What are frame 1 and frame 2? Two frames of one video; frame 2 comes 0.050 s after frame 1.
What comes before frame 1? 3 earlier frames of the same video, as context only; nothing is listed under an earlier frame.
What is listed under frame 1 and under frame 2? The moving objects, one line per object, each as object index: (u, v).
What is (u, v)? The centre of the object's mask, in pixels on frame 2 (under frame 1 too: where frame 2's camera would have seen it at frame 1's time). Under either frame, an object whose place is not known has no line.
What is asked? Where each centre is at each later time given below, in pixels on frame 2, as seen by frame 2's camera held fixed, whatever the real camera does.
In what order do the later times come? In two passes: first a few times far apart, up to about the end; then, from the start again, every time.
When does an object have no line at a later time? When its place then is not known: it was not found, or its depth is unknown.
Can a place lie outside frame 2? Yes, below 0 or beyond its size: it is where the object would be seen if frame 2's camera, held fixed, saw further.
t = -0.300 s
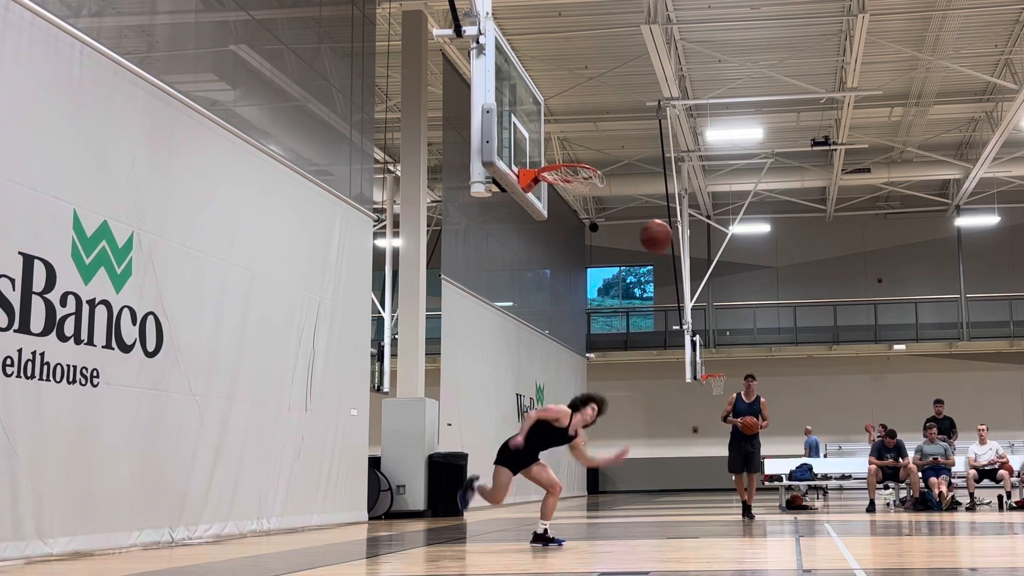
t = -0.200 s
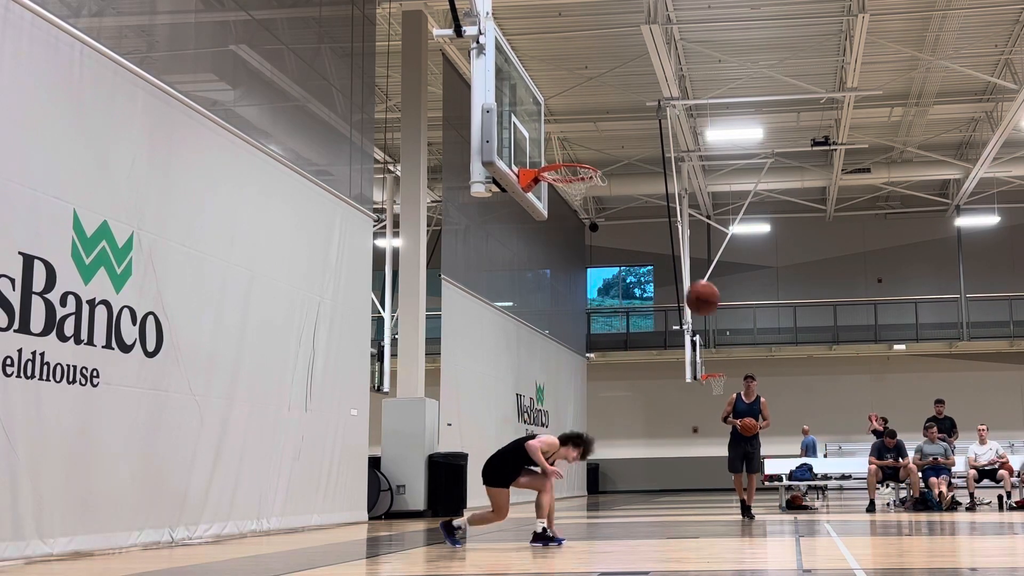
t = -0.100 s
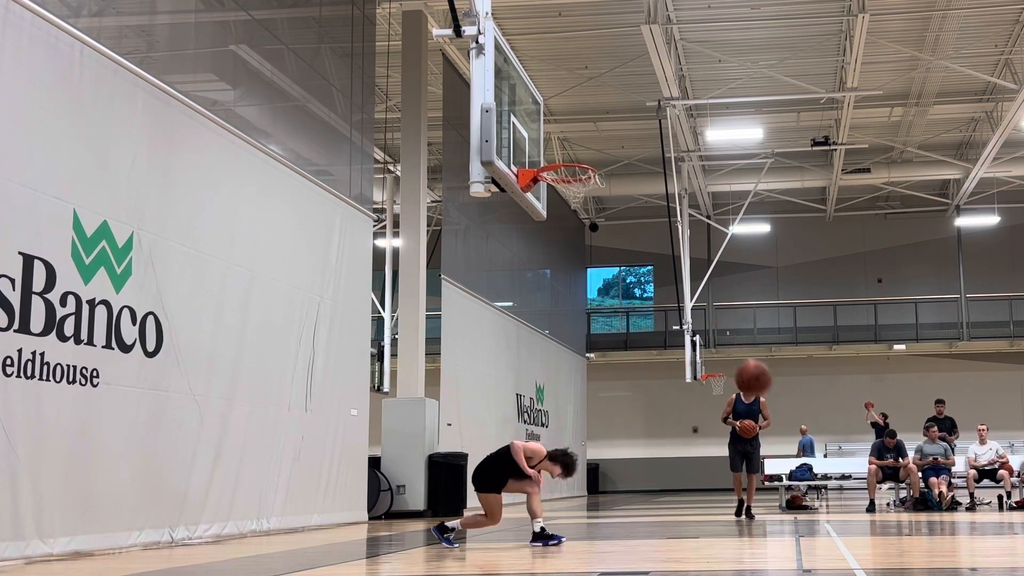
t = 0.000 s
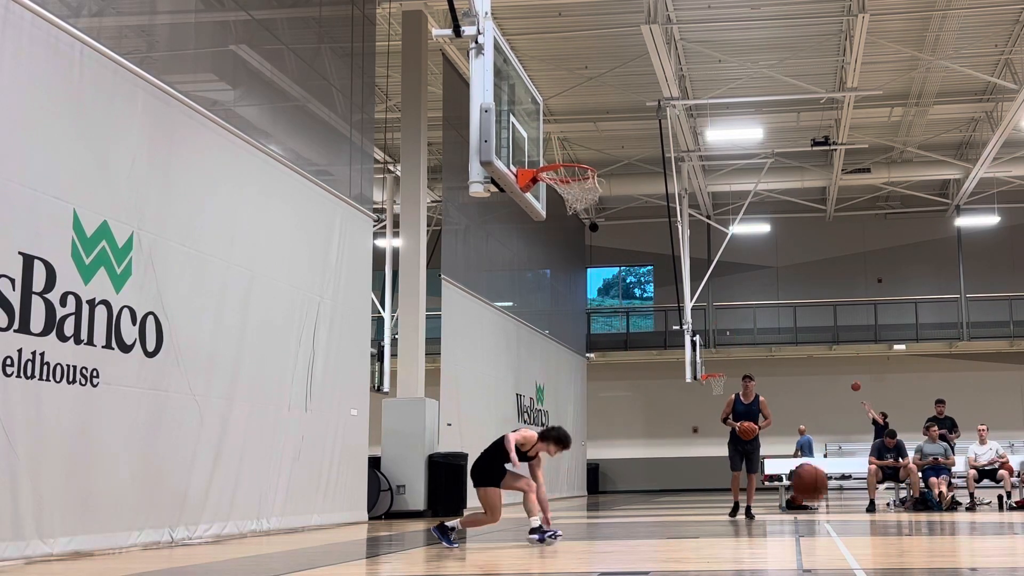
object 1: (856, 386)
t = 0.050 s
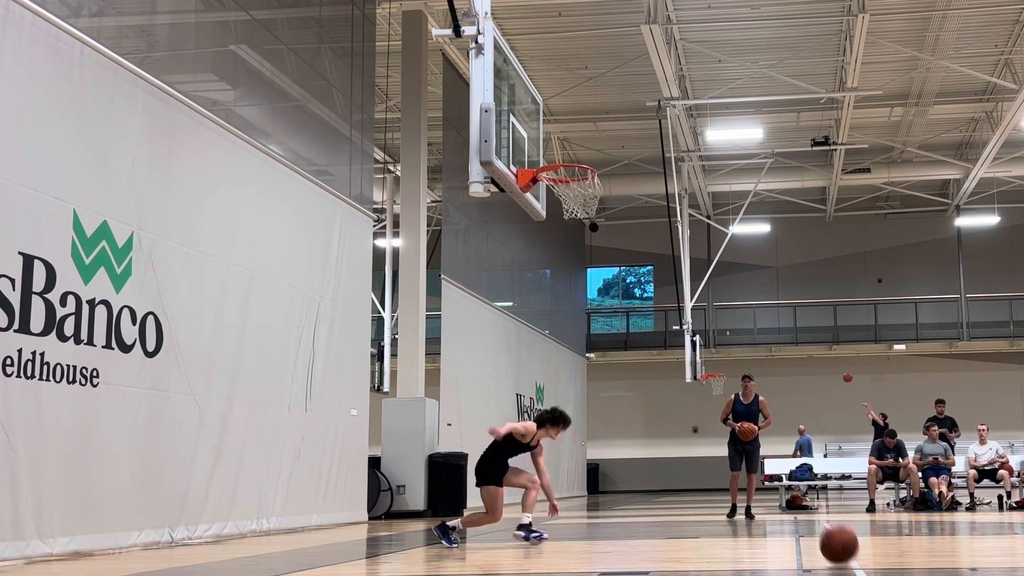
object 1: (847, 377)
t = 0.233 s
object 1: (818, 354)
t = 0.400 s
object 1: (793, 343)
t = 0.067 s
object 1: (844, 375)
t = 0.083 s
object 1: (841, 372)
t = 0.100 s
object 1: (839, 370)
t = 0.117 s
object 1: (836, 367)
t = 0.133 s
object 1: (834, 365)
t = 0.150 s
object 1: (831, 363)
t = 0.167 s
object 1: (828, 361)
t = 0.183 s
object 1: (826, 359)
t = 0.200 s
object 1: (823, 357)
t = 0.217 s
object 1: (821, 356)
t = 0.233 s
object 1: (818, 354)
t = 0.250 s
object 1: (815, 353)
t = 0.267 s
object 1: (813, 351)
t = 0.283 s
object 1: (810, 350)
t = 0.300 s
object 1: (808, 349)
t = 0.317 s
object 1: (805, 347)
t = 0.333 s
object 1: (802, 346)
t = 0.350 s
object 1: (800, 345)
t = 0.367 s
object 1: (798, 345)
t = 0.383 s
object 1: (795, 344)
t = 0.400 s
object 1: (793, 343)
